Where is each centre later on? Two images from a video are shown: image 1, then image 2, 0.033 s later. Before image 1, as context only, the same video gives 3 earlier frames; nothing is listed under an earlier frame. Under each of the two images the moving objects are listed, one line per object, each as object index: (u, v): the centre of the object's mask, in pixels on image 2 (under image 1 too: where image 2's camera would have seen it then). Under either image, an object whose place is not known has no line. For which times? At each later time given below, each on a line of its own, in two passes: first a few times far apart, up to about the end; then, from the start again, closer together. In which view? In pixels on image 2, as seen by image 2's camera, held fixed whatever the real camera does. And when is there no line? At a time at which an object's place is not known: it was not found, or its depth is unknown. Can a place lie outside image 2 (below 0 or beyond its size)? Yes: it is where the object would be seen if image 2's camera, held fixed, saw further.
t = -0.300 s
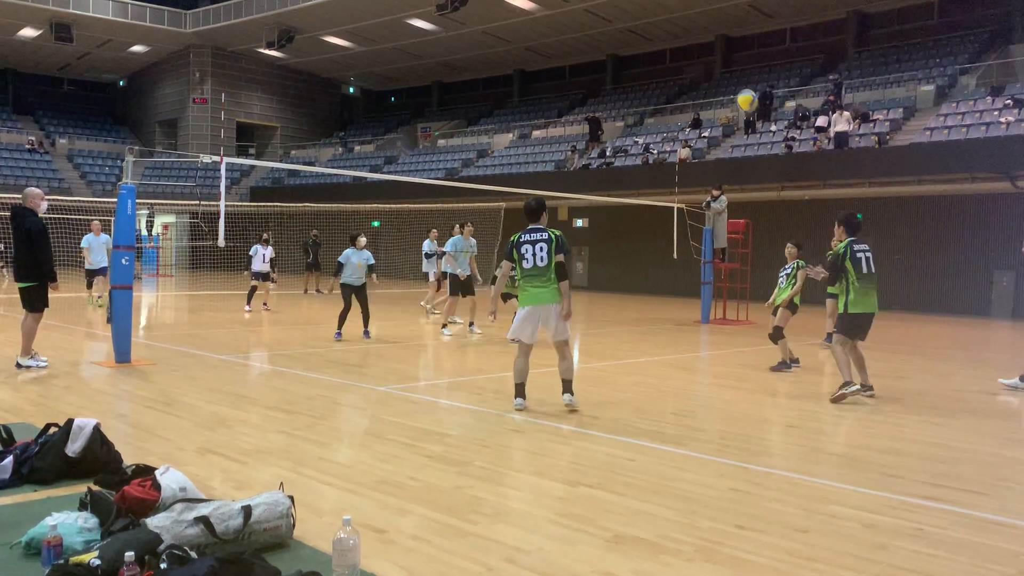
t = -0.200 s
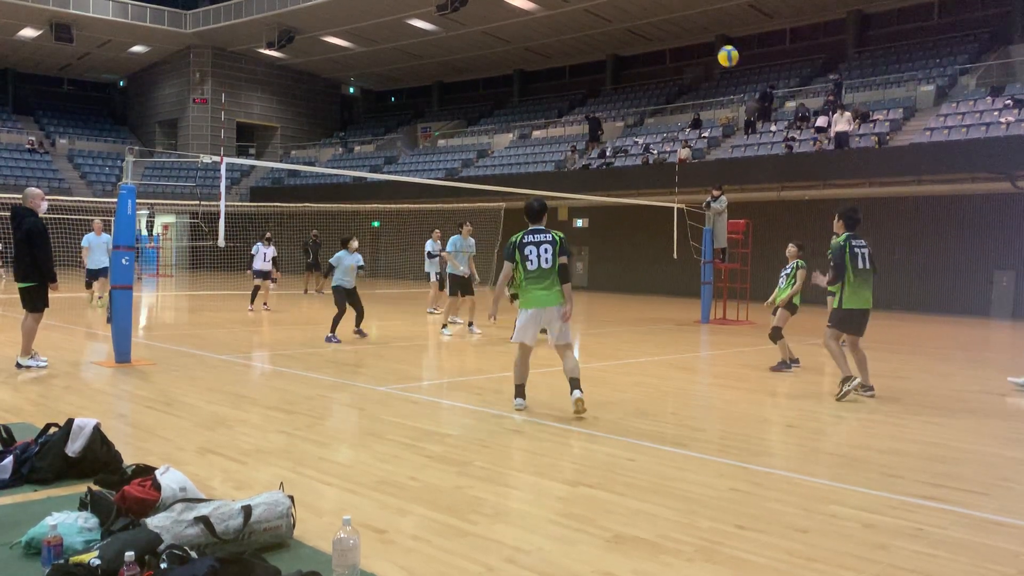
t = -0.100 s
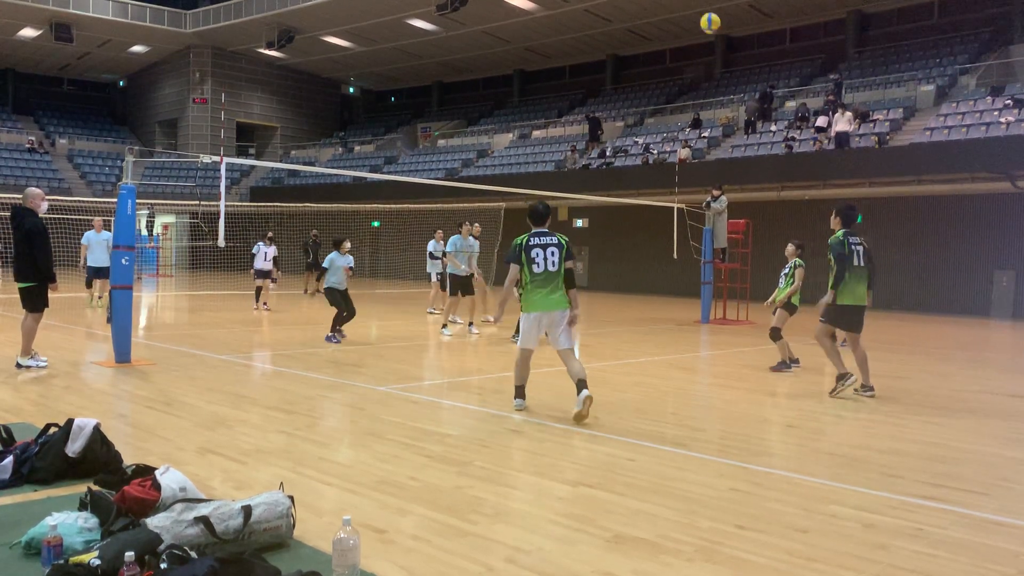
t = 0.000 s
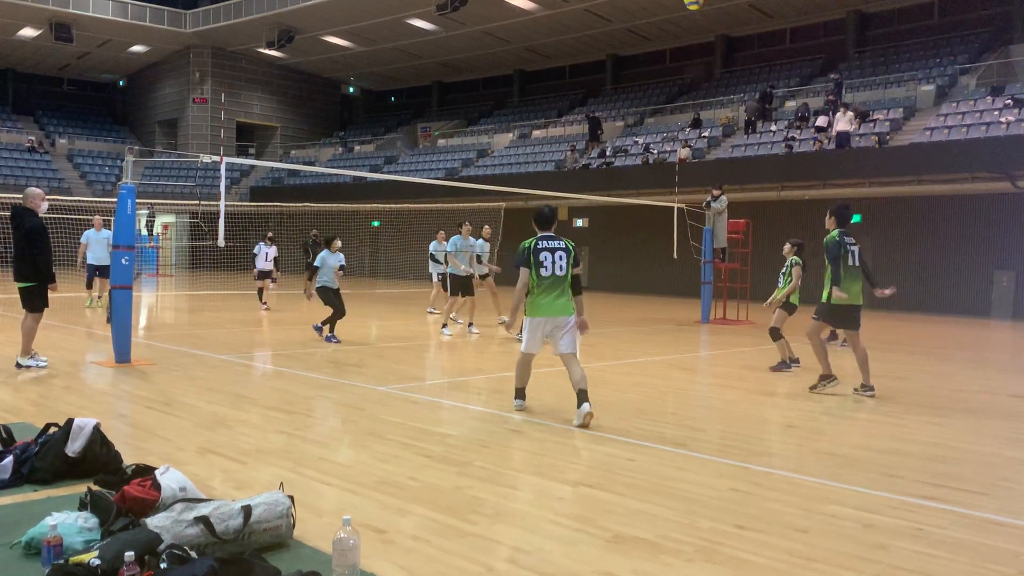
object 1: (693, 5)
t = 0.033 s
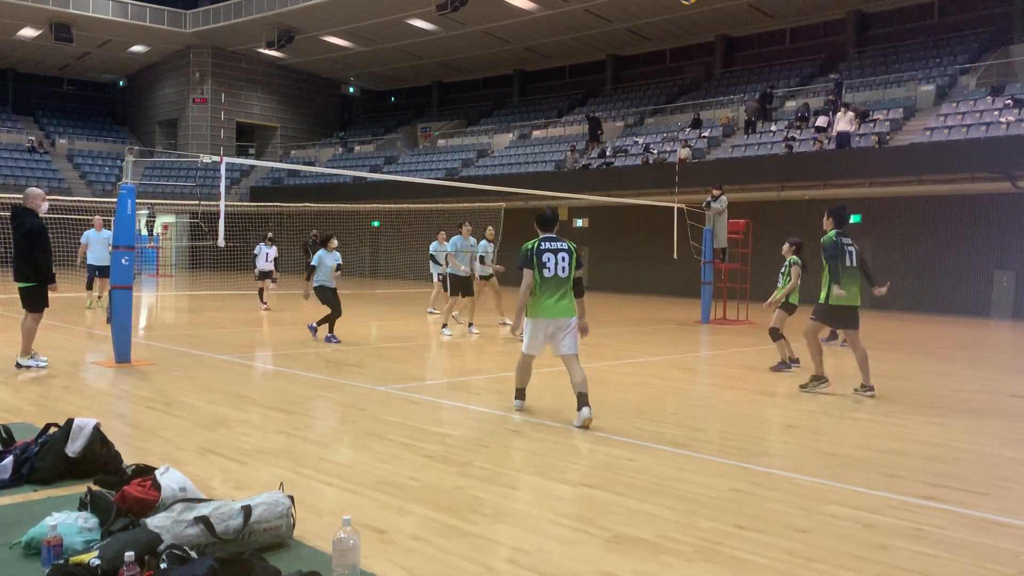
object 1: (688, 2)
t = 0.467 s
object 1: (623, 8)
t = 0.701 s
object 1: (592, 69)
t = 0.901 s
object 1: (568, 144)
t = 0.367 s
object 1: (636, 1)
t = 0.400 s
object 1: (632, 3)
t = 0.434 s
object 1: (628, 5)
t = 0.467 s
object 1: (623, 8)
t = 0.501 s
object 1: (618, 14)
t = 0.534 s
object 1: (614, 22)
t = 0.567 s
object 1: (609, 30)
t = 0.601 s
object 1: (605, 39)
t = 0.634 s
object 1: (600, 49)
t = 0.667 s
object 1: (596, 58)
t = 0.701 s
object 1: (592, 69)
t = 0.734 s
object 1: (587, 80)
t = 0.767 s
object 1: (583, 92)
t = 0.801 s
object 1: (579, 104)
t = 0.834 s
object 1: (575, 116)
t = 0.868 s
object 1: (572, 129)
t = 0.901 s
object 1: (568, 144)
